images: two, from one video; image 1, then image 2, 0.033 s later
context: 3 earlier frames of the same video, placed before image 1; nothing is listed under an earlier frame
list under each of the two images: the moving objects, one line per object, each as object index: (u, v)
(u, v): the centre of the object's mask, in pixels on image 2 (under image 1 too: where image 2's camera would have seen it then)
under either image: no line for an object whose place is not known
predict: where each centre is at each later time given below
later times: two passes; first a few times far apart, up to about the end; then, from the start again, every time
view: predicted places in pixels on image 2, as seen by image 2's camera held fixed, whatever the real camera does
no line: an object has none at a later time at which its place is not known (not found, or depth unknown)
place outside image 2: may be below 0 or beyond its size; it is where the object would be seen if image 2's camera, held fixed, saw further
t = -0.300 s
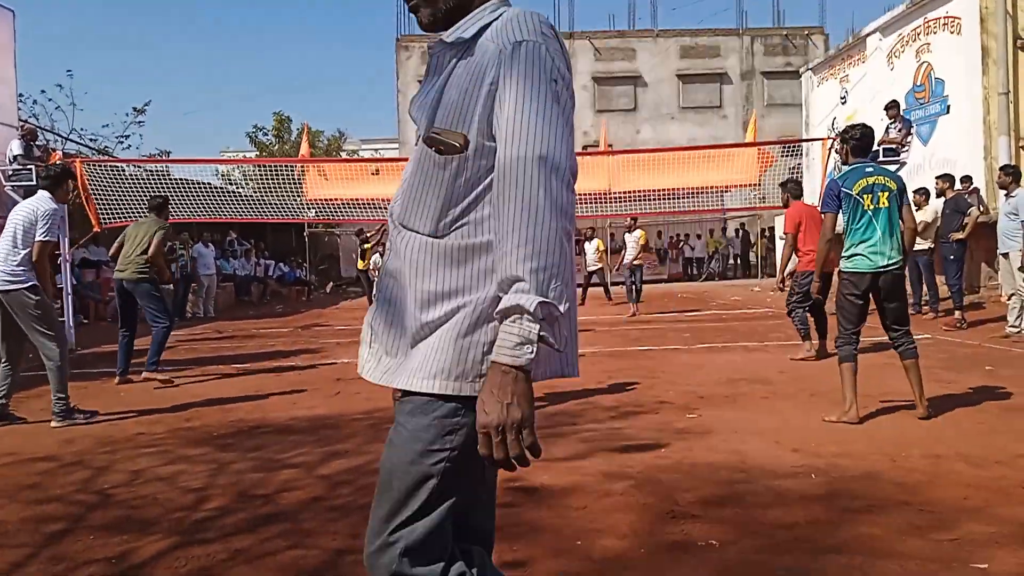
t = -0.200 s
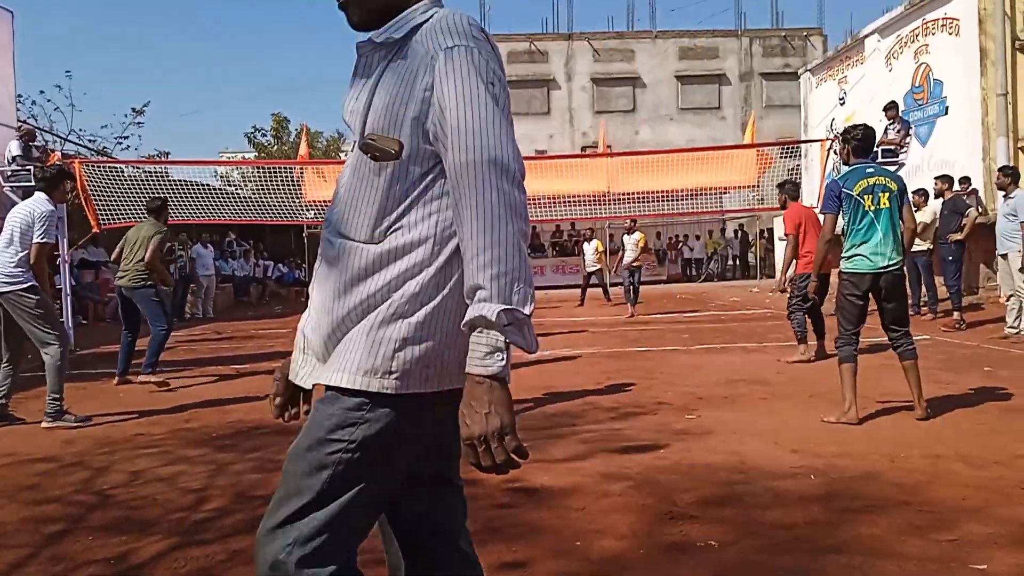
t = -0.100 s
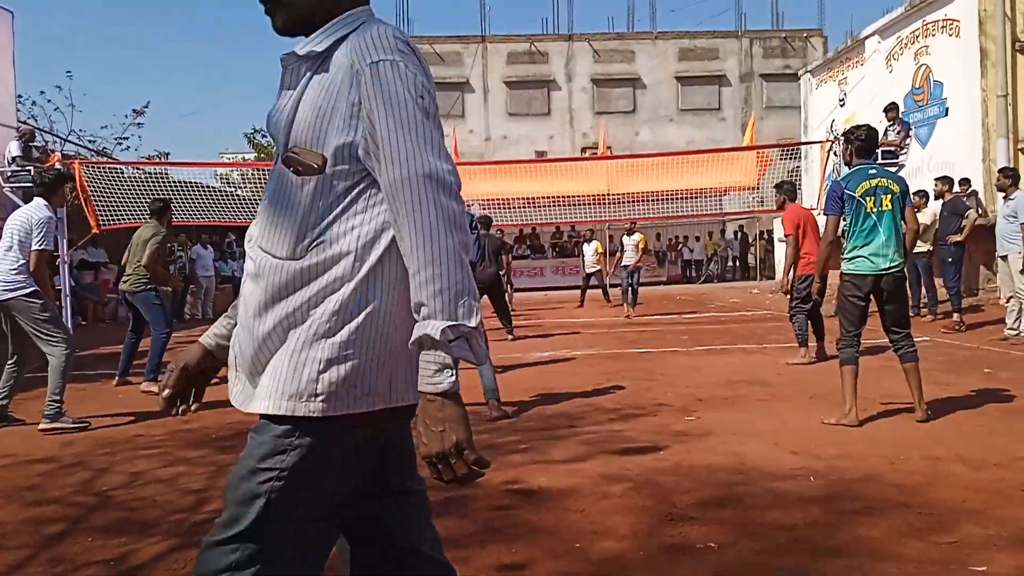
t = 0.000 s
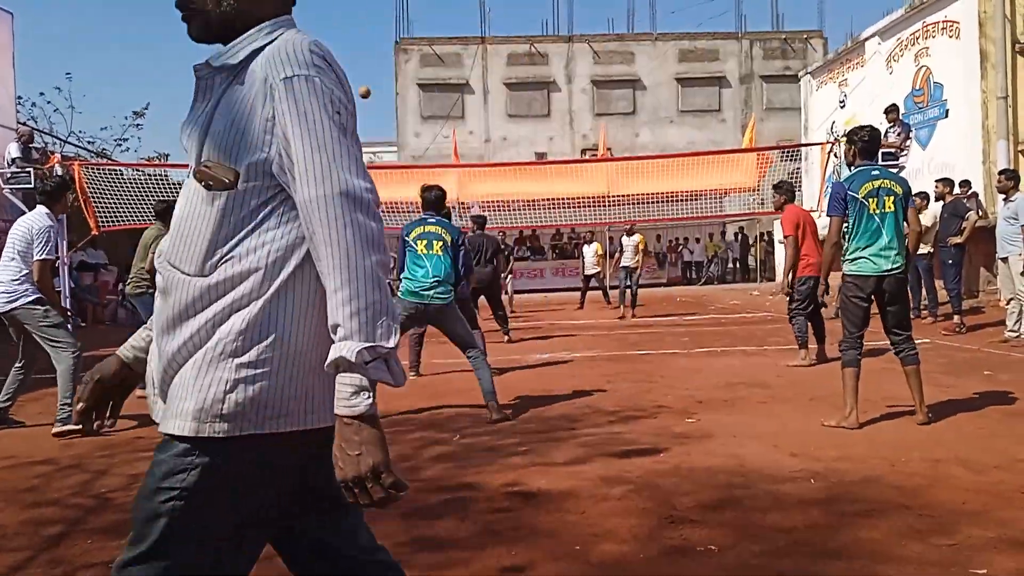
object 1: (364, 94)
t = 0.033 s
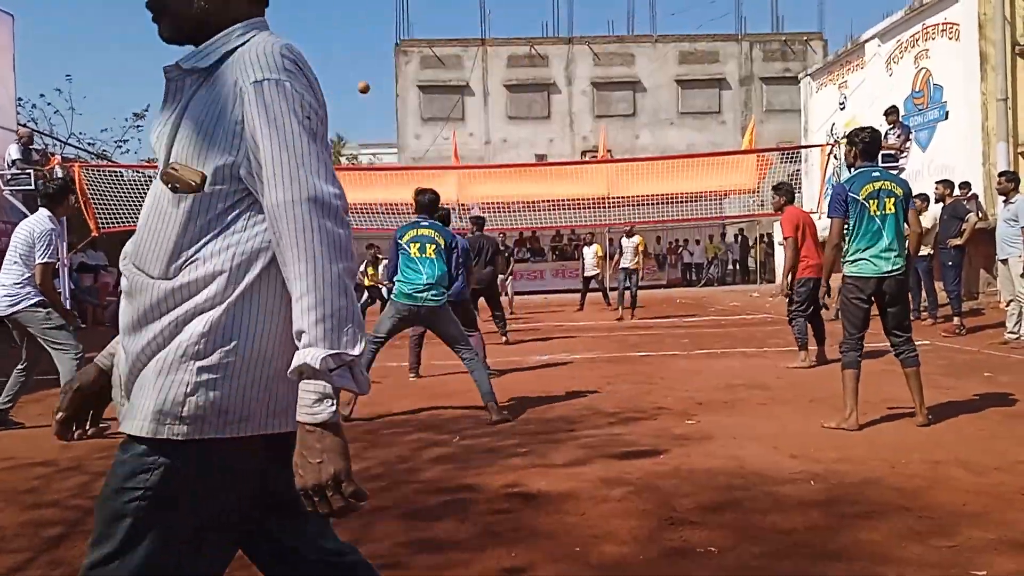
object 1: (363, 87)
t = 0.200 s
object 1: (359, 63)
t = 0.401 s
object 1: (352, 59)
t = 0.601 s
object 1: (345, 97)
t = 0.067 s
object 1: (362, 81)
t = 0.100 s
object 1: (361, 75)
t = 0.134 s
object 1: (361, 70)
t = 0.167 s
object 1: (360, 66)
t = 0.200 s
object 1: (359, 63)
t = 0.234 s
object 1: (358, 60)
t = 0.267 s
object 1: (357, 58)
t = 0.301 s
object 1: (355, 57)
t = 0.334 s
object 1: (354, 56)
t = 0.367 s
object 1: (353, 57)
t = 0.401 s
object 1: (352, 59)
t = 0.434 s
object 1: (350, 62)
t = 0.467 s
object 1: (350, 66)
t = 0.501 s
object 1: (349, 72)
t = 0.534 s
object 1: (347, 78)
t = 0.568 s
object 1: (346, 87)
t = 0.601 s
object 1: (345, 97)
